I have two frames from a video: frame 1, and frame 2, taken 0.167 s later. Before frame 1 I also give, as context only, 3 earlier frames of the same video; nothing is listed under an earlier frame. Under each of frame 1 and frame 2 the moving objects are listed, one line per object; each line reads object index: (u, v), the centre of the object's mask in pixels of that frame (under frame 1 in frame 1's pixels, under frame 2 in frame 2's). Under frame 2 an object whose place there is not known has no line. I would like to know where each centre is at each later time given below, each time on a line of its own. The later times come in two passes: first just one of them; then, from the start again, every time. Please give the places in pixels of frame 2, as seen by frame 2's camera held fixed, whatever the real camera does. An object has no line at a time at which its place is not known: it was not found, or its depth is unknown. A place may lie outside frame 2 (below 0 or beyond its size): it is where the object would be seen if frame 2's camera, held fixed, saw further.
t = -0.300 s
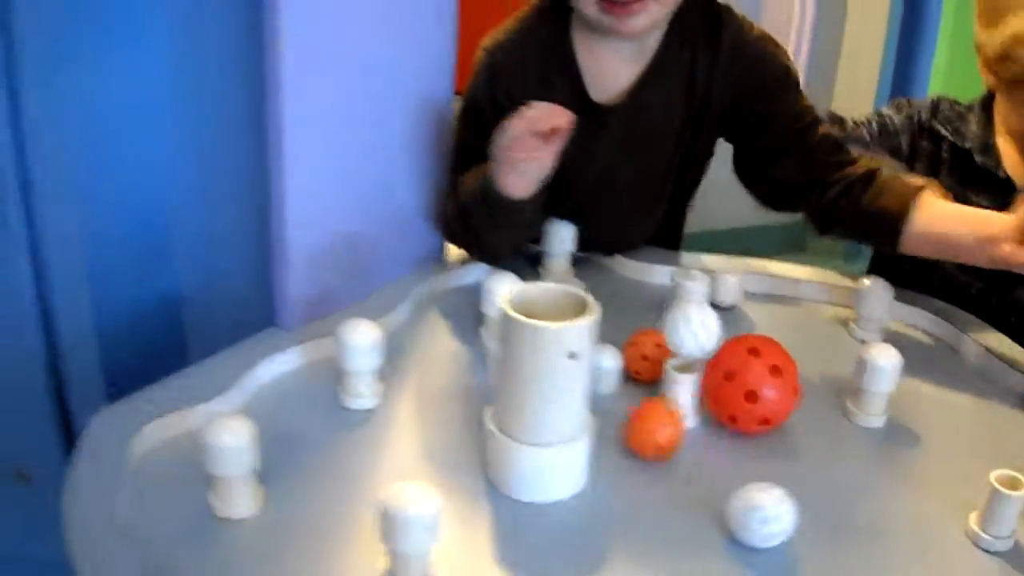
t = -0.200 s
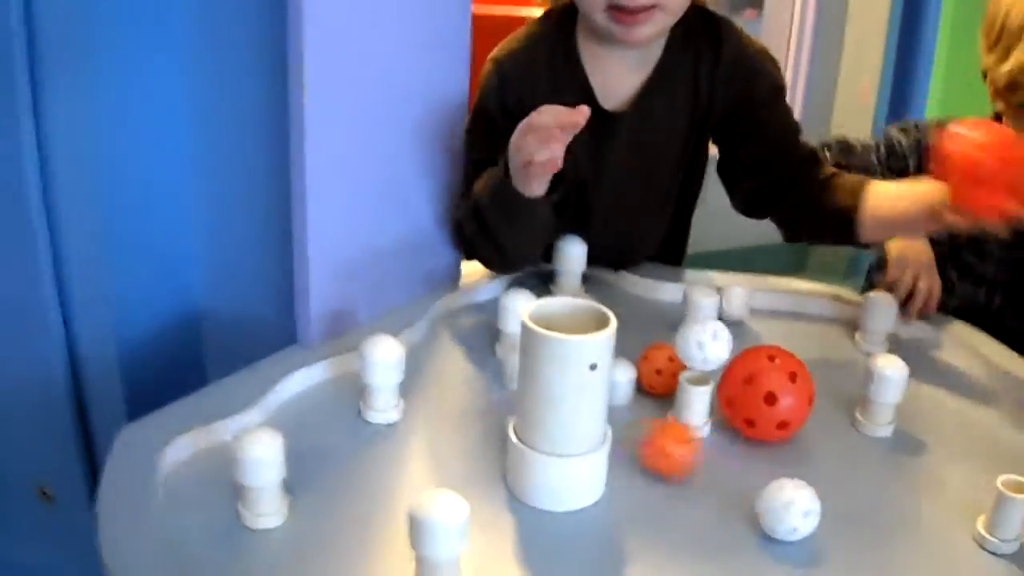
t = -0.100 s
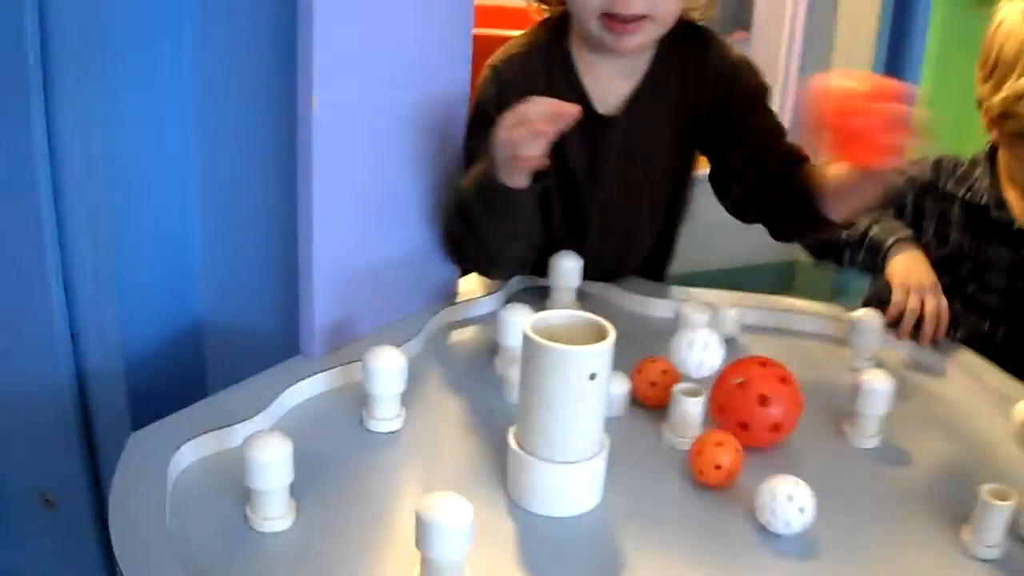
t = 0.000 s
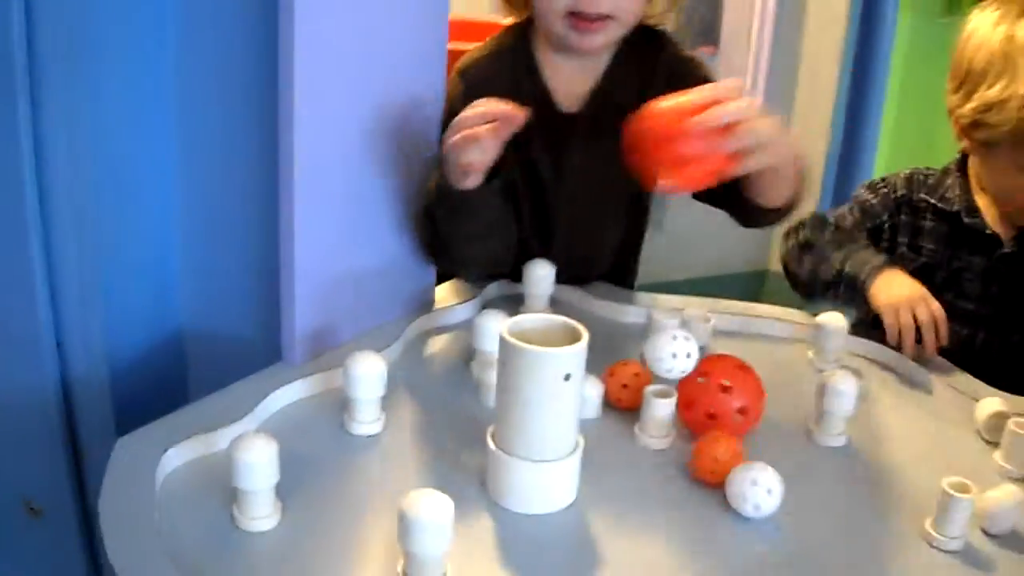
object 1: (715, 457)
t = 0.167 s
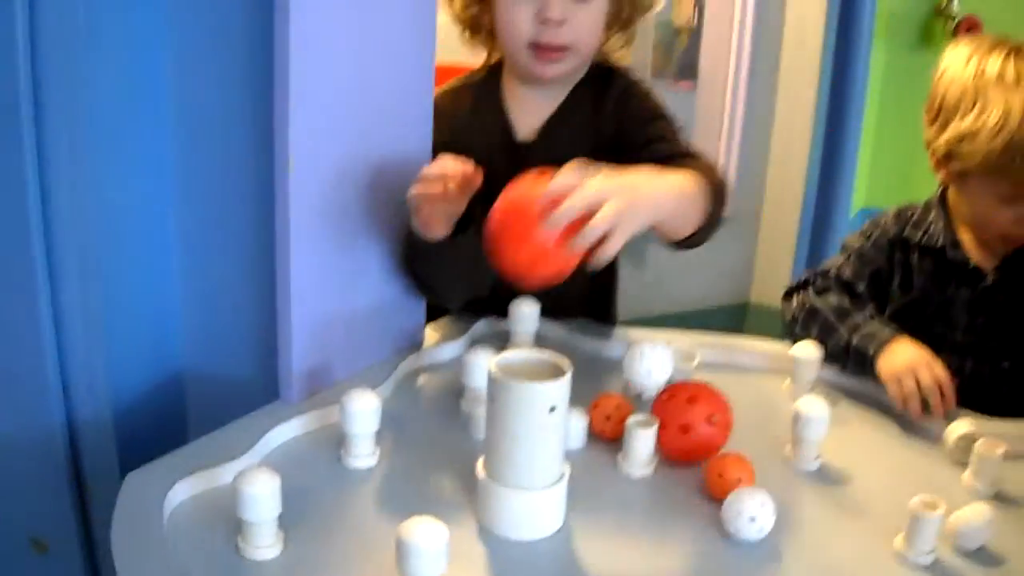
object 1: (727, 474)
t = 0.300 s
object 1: (753, 470)
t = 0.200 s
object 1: (734, 473)
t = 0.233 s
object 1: (740, 472)
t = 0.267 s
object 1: (746, 470)
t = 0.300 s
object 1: (753, 470)
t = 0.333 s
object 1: (760, 469)
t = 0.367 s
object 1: (768, 470)
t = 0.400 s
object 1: (775, 469)
